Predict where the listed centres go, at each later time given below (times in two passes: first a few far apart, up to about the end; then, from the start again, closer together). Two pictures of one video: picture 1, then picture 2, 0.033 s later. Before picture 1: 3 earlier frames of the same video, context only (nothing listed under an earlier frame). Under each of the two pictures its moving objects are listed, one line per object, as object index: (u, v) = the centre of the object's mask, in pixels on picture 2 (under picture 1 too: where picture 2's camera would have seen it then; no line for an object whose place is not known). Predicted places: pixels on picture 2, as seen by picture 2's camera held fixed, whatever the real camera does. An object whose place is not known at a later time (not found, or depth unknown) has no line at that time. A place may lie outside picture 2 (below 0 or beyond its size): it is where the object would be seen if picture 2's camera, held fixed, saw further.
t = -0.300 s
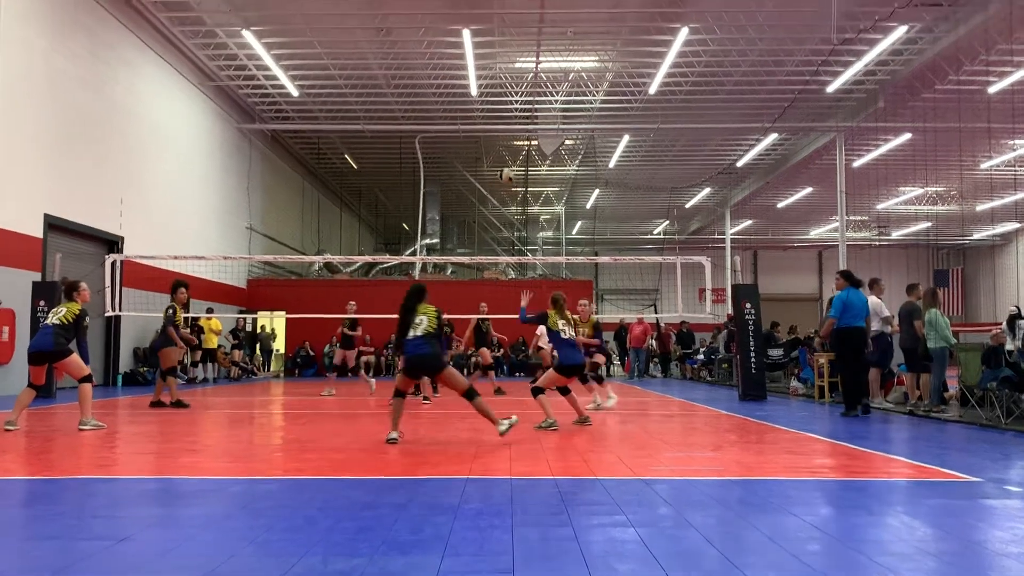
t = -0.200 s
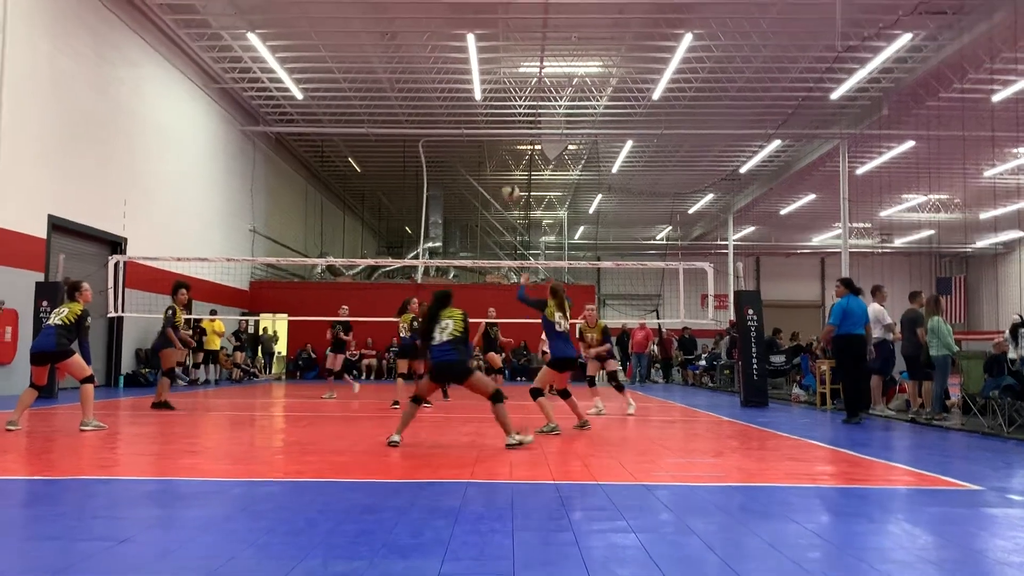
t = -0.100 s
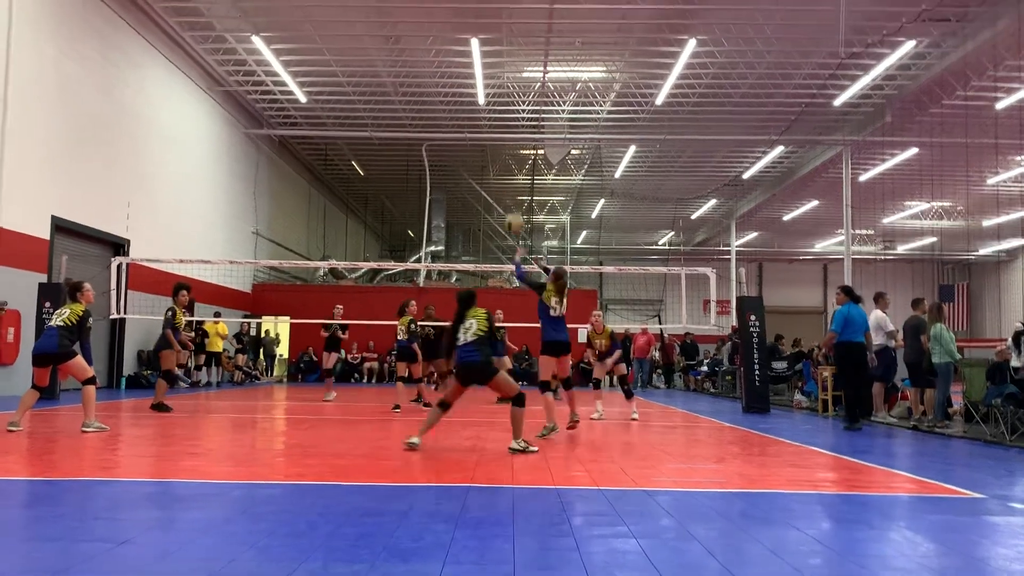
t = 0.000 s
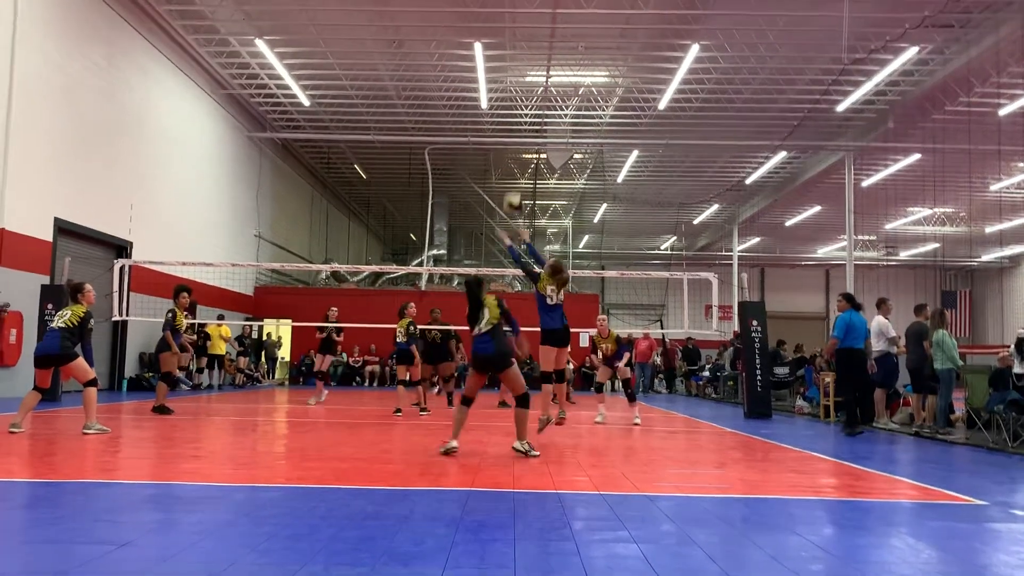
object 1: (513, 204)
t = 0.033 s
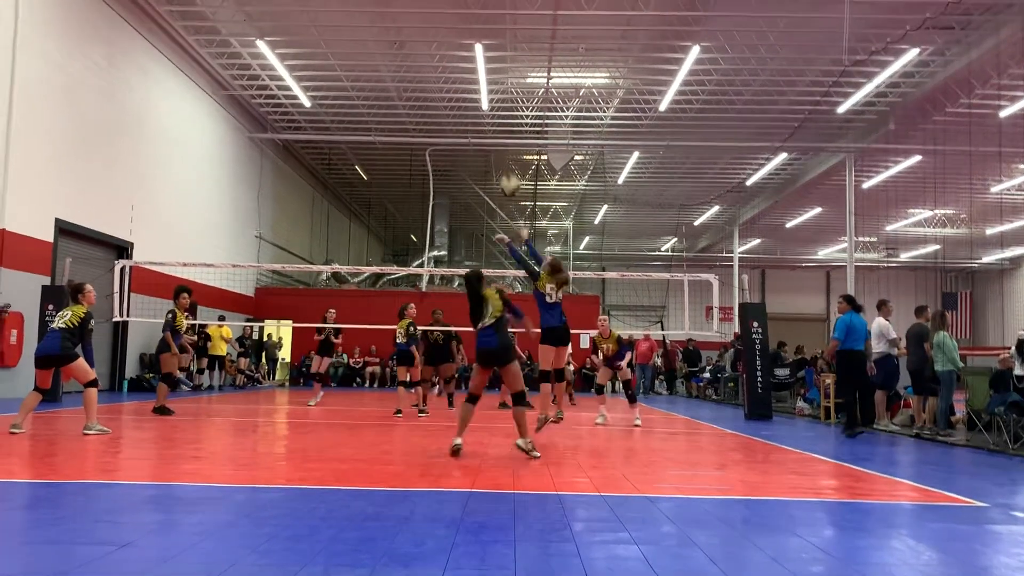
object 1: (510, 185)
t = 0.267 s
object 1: (480, 76)
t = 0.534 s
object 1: (440, 9)
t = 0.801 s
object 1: (393, 15)
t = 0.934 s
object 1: (364, 52)
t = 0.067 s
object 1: (505, 167)
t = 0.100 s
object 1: (503, 149)
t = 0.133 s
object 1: (497, 133)
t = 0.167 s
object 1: (493, 118)
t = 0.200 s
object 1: (490, 105)
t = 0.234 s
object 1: (485, 88)
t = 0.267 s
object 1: (480, 76)
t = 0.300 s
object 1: (476, 65)
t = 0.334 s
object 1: (471, 53)
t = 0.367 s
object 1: (465, 42)
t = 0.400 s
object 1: (461, 34)
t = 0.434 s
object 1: (456, 26)
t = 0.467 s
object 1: (451, 18)
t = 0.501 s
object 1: (446, 13)
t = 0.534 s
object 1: (440, 9)
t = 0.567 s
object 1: (435, 5)
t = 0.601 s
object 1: (429, 2)
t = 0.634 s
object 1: (423, 1)
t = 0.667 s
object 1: (418, 1)
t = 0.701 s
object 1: (411, 2)
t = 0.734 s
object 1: (406, 5)
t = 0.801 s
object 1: (393, 15)
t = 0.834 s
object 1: (386, 22)
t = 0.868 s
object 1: (378, 32)
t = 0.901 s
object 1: (372, 40)
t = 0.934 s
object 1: (364, 52)
